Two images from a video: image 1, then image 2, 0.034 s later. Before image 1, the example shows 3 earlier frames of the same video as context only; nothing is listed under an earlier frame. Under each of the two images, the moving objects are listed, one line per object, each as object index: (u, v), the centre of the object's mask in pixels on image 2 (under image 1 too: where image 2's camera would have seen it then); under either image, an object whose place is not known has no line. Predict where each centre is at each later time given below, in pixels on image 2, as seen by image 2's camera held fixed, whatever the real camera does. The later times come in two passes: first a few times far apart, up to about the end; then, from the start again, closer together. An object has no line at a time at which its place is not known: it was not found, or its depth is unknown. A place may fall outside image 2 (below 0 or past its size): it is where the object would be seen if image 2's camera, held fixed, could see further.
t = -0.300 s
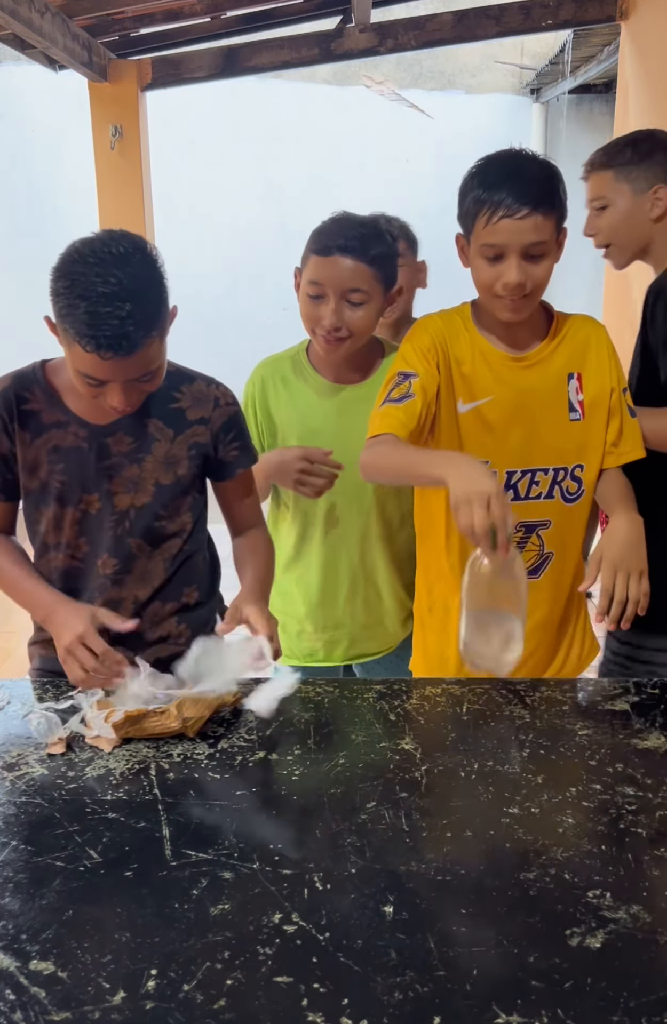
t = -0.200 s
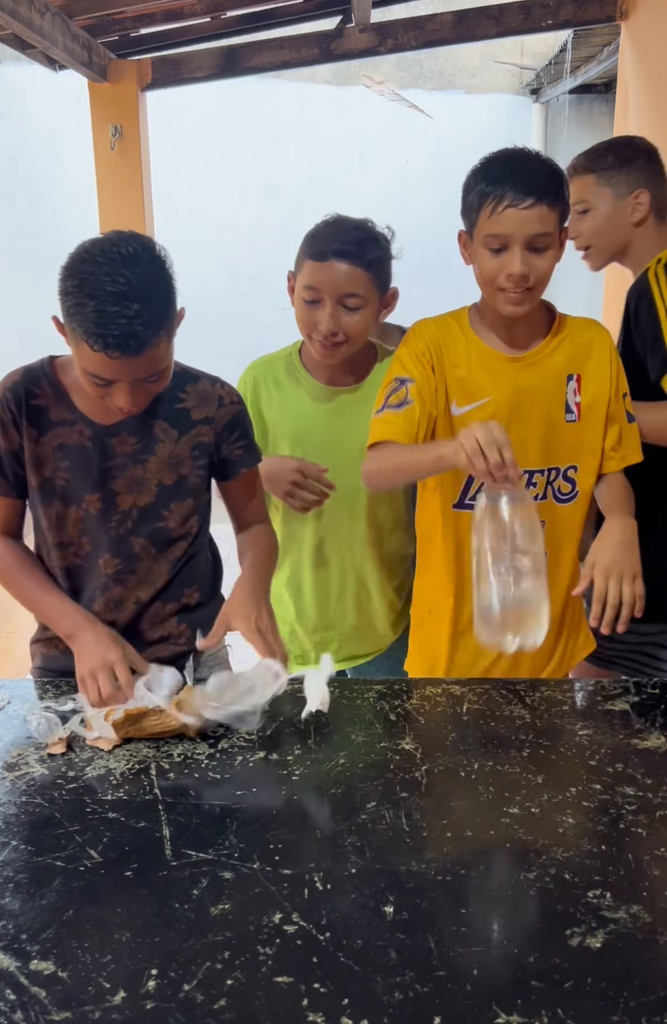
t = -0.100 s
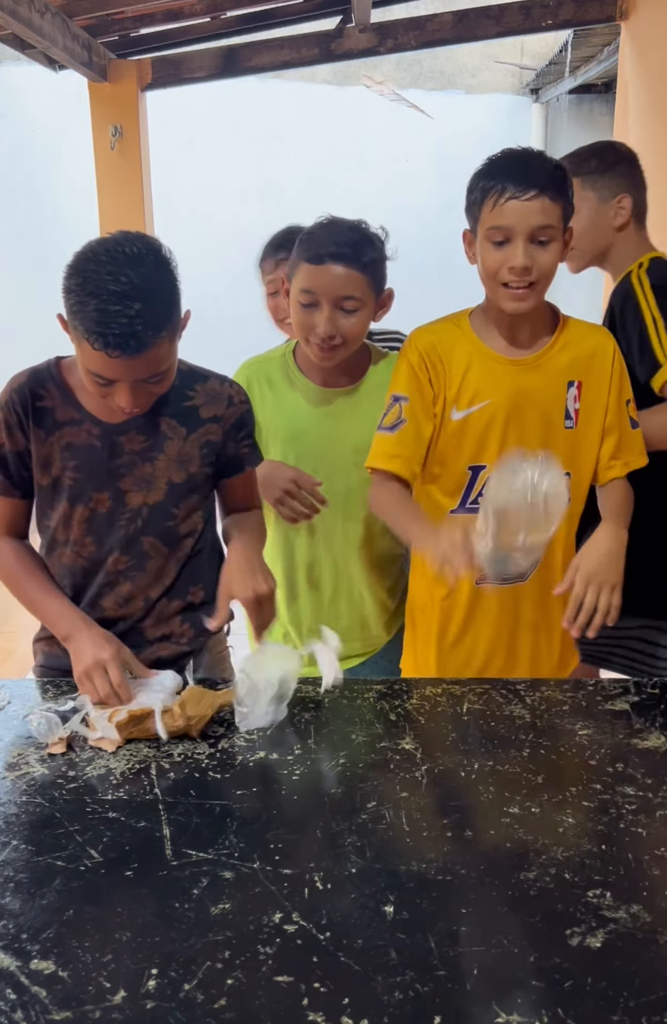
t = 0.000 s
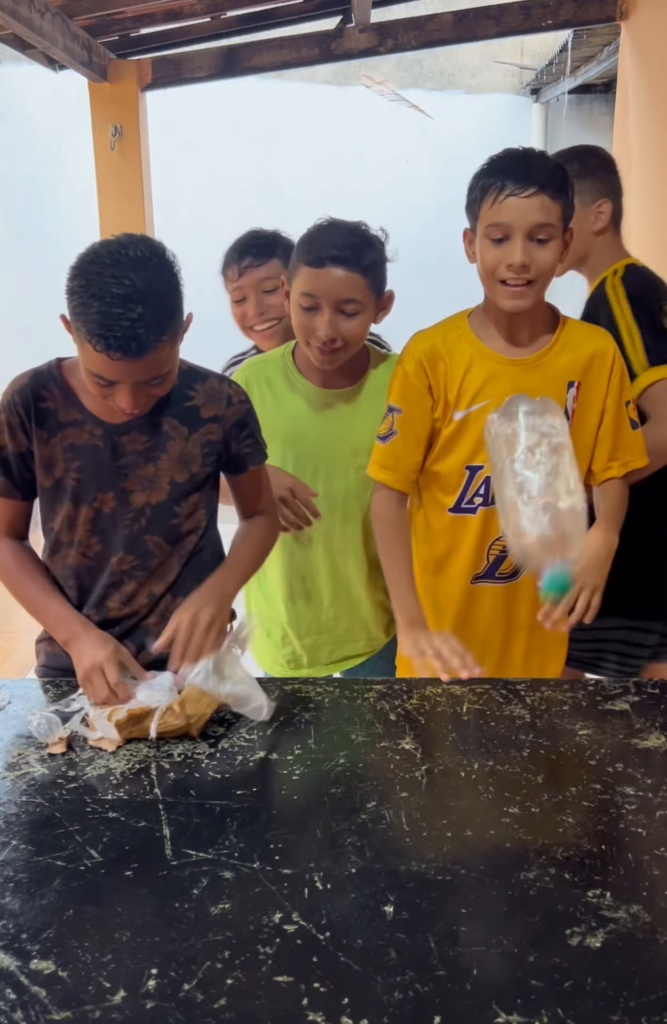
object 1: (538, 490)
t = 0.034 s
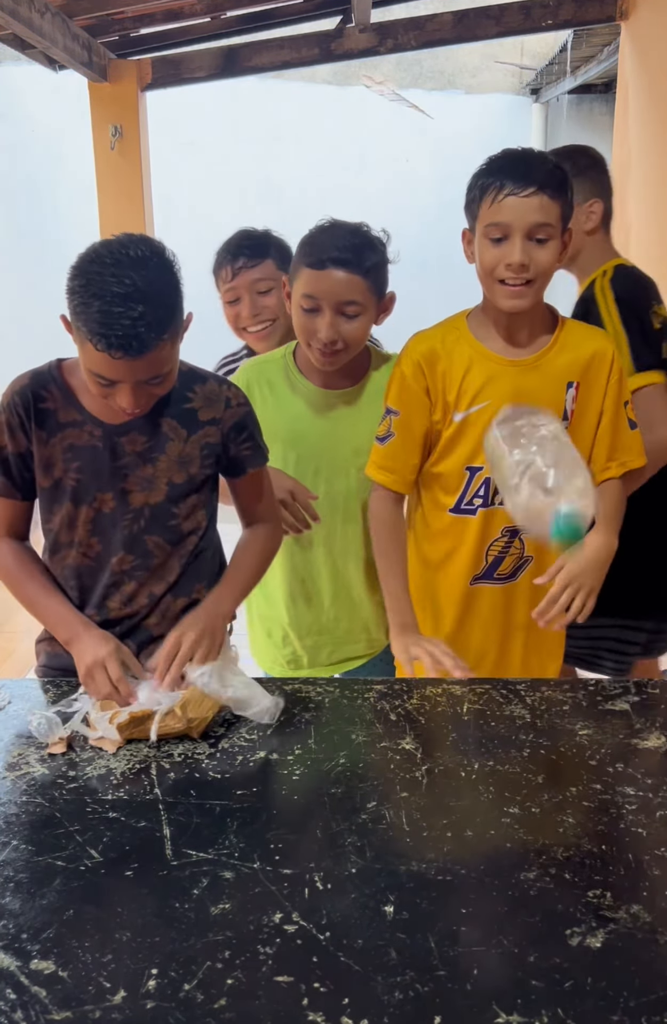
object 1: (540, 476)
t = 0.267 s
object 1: (534, 748)
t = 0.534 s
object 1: (524, 745)
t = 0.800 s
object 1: (523, 747)
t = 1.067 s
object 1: (522, 746)
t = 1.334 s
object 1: (522, 746)
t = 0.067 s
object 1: (540, 476)
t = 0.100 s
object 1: (540, 495)
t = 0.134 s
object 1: (540, 526)
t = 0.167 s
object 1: (539, 568)
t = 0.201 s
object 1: (538, 619)
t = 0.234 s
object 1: (536, 684)
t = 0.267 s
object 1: (534, 748)
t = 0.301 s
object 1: (531, 749)
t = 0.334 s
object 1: (524, 751)
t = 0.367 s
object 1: (519, 752)
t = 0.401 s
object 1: (516, 751)
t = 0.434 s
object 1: (516, 749)
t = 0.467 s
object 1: (516, 746)
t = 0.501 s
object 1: (519, 744)
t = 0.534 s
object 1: (524, 745)
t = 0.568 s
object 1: (524, 746)
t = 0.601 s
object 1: (521, 746)
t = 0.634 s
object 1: (523, 745)
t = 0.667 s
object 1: (525, 746)
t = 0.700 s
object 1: (522, 747)
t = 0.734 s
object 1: (520, 746)
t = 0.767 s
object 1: (523, 747)
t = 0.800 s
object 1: (523, 747)
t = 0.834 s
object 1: (522, 746)
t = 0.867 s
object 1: (522, 746)
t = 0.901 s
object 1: (522, 746)
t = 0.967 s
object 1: (522, 746)
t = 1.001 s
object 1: (522, 747)
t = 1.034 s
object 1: (522, 747)
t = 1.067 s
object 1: (522, 746)
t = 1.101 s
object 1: (522, 746)
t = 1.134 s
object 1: (522, 747)
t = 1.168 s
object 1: (522, 747)
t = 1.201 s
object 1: (522, 747)
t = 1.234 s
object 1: (522, 747)
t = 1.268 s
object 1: (522, 747)
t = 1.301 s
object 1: (522, 746)
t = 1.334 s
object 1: (522, 746)
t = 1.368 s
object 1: (522, 746)
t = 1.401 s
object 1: (522, 746)
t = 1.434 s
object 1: (522, 746)
